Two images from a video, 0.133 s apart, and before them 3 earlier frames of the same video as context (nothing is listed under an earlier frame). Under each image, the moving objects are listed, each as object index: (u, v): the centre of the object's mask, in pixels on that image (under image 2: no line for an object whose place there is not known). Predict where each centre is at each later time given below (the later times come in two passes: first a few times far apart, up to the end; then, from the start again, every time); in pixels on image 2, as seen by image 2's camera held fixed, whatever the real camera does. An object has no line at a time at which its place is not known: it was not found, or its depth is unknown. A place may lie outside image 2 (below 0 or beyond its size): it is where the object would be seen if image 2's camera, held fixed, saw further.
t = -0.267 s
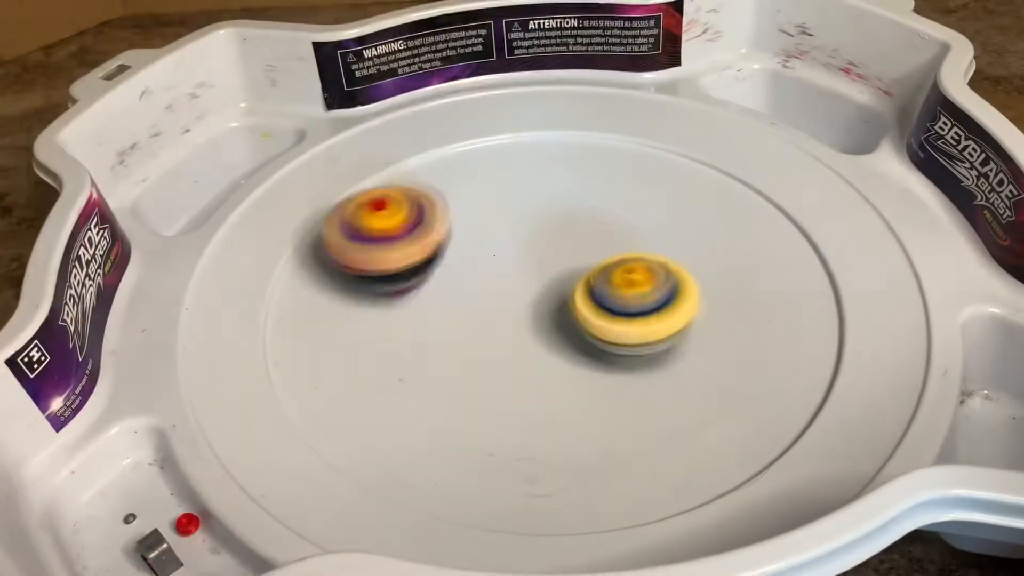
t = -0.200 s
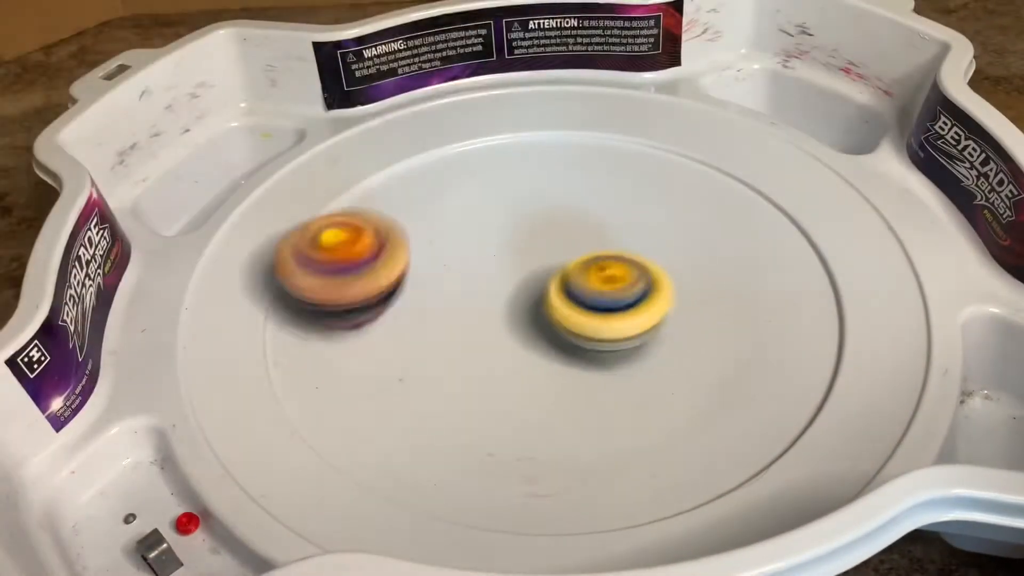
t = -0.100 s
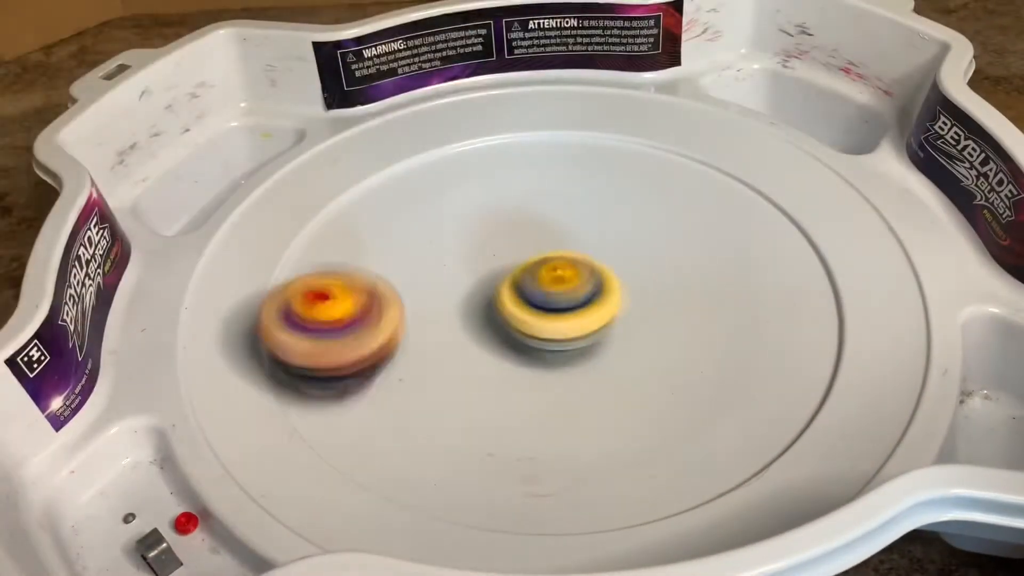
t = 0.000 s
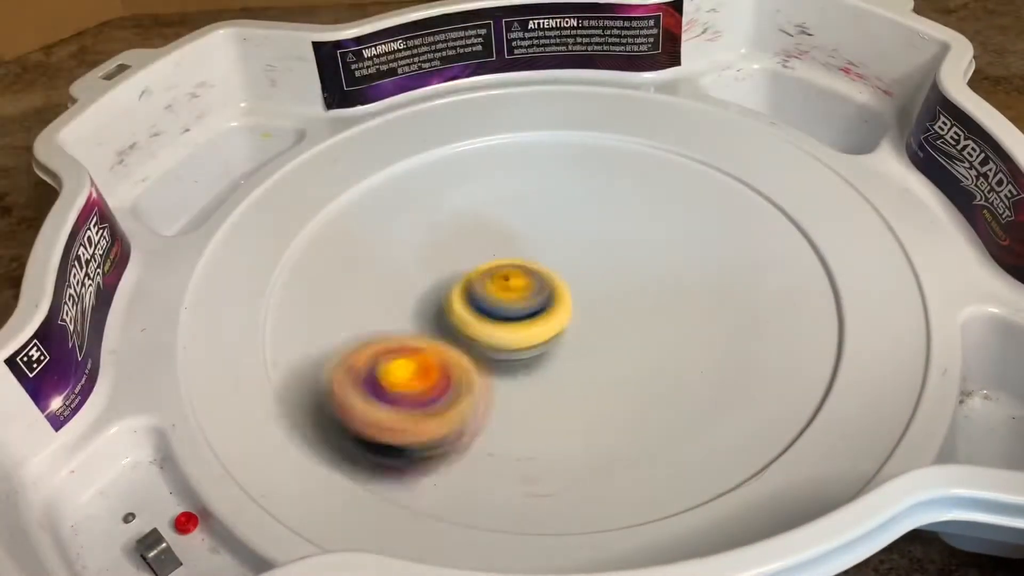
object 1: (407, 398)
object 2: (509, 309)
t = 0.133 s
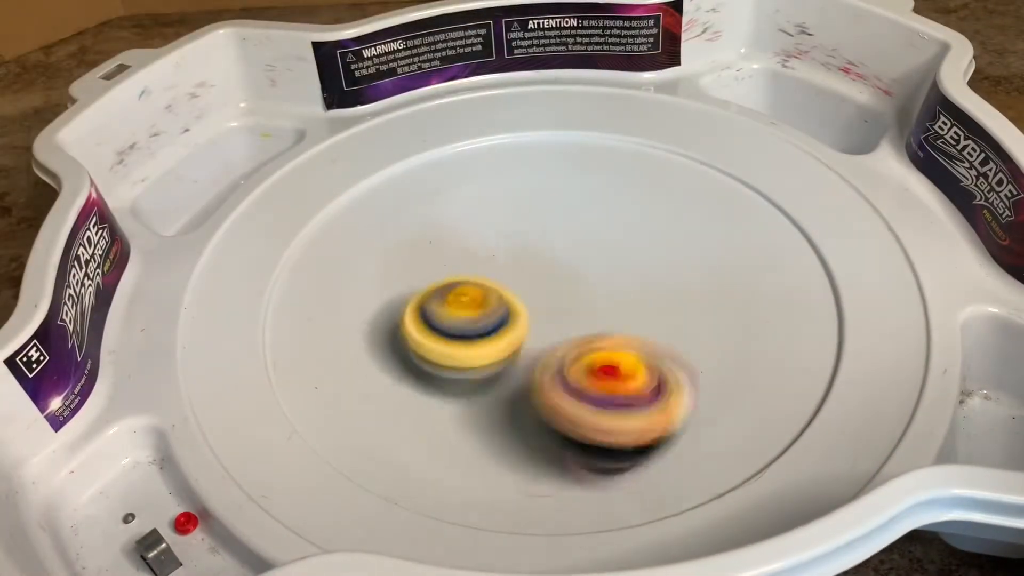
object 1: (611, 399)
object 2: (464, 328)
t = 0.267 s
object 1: (714, 281)
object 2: (463, 339)
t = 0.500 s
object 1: (565, 110)
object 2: (519, 302)
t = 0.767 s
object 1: (296, 248)
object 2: (514, 222)
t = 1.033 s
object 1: (575, 418)
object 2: (490, 239)
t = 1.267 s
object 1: (737, 235)
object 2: (581, 283)
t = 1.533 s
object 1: (479, 177)
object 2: (652, 278)
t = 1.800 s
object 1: (442, 351)
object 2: (593, 277)
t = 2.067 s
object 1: (704, 323)
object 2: (505, 271)
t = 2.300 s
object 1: (588, 235)
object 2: (467, 268)
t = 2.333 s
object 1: (580, 228)
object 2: (447, 266)
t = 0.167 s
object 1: (653, 377)
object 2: (460, 333)
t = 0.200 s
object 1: (684, 348)
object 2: (459, 336)
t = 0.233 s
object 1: (704, 317)
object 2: (460, 337)
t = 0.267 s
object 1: (714, 281)
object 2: (463, 339)
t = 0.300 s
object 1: (716, 250)
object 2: (469, 339)
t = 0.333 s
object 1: (707, 216)
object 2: (477, 337)
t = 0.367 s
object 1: (690, 185)
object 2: (487, 335)
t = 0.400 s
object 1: (667, 161)
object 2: (497, 329)
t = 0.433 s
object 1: (637, 140)
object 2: (506, 321)
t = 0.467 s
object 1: (602, 123)
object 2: (514, 312)
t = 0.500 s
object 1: (565, 110)
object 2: (519, 302)
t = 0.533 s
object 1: (527, 101)
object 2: (523, 291)
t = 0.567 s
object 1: (489, 98)
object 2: (526, 279)
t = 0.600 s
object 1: (449, 113)
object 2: (528, 267)
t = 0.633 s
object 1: (407, 149)
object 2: (528, 256)
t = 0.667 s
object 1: (371, 168)
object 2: (525, 245)
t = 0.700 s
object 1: (336, 198)
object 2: (521, 236)
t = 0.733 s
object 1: (310, 221)
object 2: (518, 228)
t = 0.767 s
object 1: (296, 248)
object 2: (514, 222)
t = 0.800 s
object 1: (292, 286)
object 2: (508, 218)
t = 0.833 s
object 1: (301, 318)
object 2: (501, 213)
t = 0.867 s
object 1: (322, 357)
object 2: (496, 213)
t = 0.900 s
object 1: (352, 385)
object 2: (492, 214)
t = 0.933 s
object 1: (389, 407)
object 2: (488, 218)
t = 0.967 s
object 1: (446, 433)
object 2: (485, 223)
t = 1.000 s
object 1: (513, 430)
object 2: (486, 230)
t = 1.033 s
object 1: (575, 418)
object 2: (490, 239)
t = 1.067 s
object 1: (635, 397)
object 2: (497, 247)
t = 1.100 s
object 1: (685, 369)
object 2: (505, 255)
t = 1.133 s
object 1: (720, 342)
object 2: (518, 263)
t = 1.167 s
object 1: (743, 317)
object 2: (532, 270)
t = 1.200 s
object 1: (752, 288)
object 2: (548, 275)
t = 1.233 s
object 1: (749, 261)
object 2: (564, 280)
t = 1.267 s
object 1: (737, 235)
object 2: (581, 283)
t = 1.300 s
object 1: (716, 214)
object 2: (596, 284)
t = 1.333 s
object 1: (691, 194)
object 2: (608, 284)
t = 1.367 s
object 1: (661, 180)
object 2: (616, 286)
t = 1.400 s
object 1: (628, 170)
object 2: (624, 286)
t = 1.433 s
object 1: (589, 166)
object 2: (633, 285)
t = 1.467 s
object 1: (553, 165)
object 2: (642, 283)
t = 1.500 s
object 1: (514, 167)
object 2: (648, 281)
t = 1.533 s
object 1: (479, 177)
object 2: (652, 278)
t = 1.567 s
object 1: (445, 191)
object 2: (653, 276)
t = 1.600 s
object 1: (421, 206)
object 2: (651, 274)
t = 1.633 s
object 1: (398, 227)
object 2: (646, 272)
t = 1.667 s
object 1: (386, 250)
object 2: (639, 271)
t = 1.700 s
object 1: (383, 278)
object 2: (629, 271)
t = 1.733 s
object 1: (394, 307)
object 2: (618, 272)
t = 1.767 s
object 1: (412, 331)
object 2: (606, 274)
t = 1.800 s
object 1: (442, 351)
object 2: (593, 277)
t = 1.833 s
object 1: (480, 367)
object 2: (579, 281)
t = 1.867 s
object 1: (521, 373)
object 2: (568, 282)
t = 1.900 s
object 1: (565, 369)
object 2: (553, 282)
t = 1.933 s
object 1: (606, 371)
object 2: (541, 284)
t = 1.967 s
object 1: (640, 365)
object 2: (534, 282)
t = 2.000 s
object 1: (671, 354)
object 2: (524, 278)
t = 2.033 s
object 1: (691, 340)
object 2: (514, 274)
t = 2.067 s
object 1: (704, 323)
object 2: (505, 271)
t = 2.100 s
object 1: (705, 306)
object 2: (496, 269)
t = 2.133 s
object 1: (698, 293)
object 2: (489, 267)
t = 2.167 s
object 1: (687, 278)
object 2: (482, 267)
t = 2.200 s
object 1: (669, 262)
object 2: (477, 266)
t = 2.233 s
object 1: (646, 251)
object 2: (472, 266)
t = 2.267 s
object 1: (617, 240)
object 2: (469, 267)
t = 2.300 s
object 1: (588, 235)
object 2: (467, 268)
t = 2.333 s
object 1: (580, 228)
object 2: (447, 266)
